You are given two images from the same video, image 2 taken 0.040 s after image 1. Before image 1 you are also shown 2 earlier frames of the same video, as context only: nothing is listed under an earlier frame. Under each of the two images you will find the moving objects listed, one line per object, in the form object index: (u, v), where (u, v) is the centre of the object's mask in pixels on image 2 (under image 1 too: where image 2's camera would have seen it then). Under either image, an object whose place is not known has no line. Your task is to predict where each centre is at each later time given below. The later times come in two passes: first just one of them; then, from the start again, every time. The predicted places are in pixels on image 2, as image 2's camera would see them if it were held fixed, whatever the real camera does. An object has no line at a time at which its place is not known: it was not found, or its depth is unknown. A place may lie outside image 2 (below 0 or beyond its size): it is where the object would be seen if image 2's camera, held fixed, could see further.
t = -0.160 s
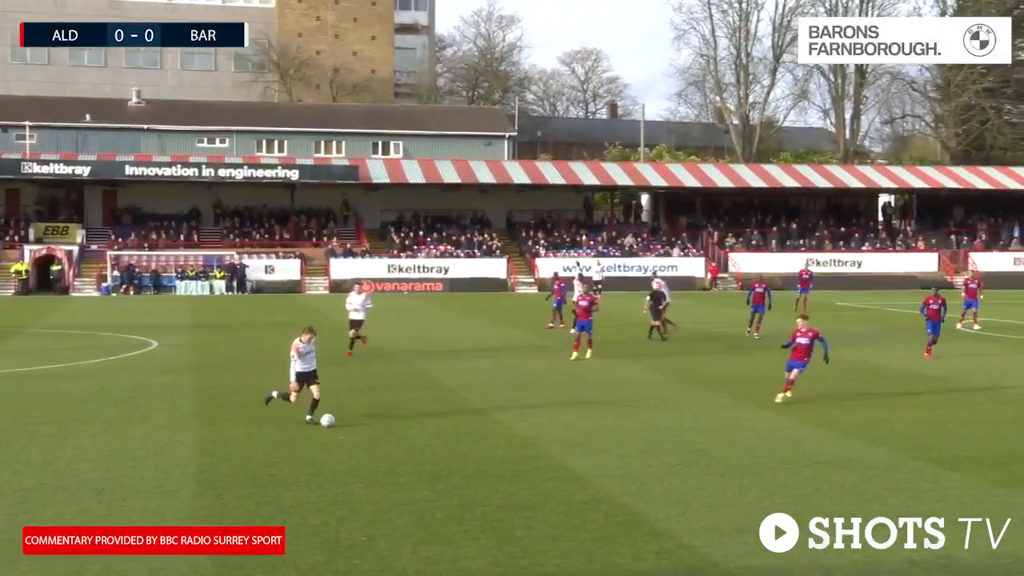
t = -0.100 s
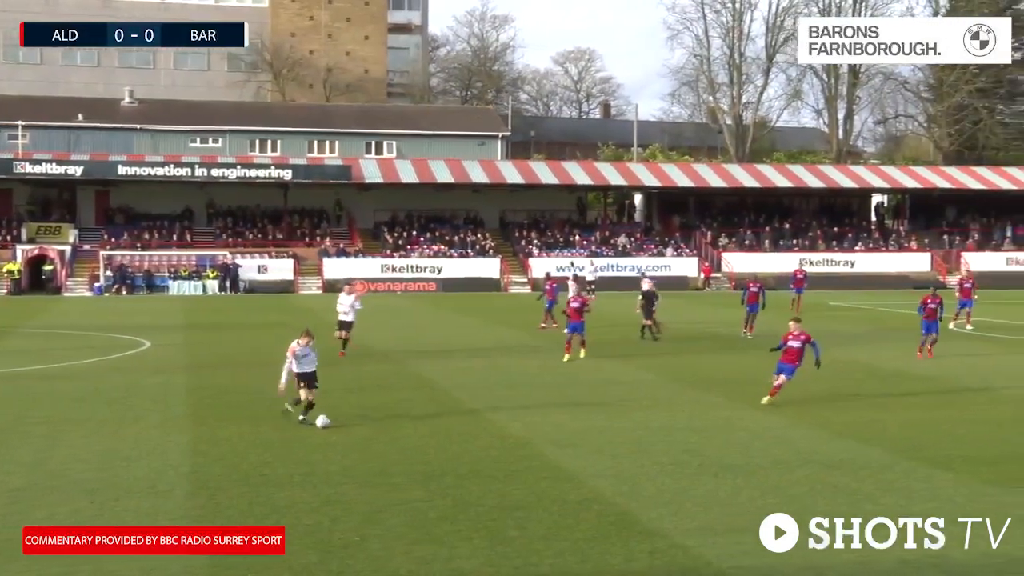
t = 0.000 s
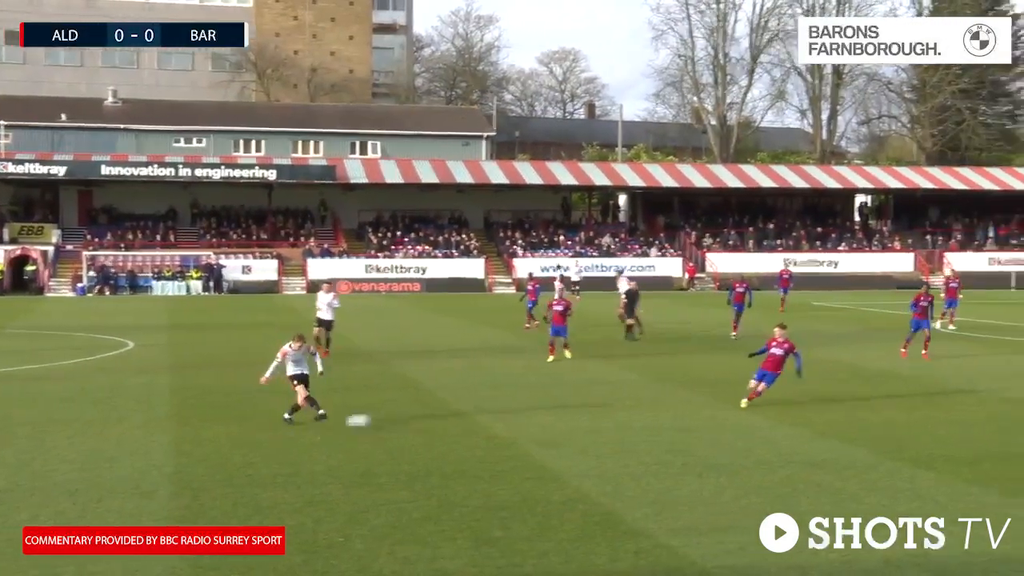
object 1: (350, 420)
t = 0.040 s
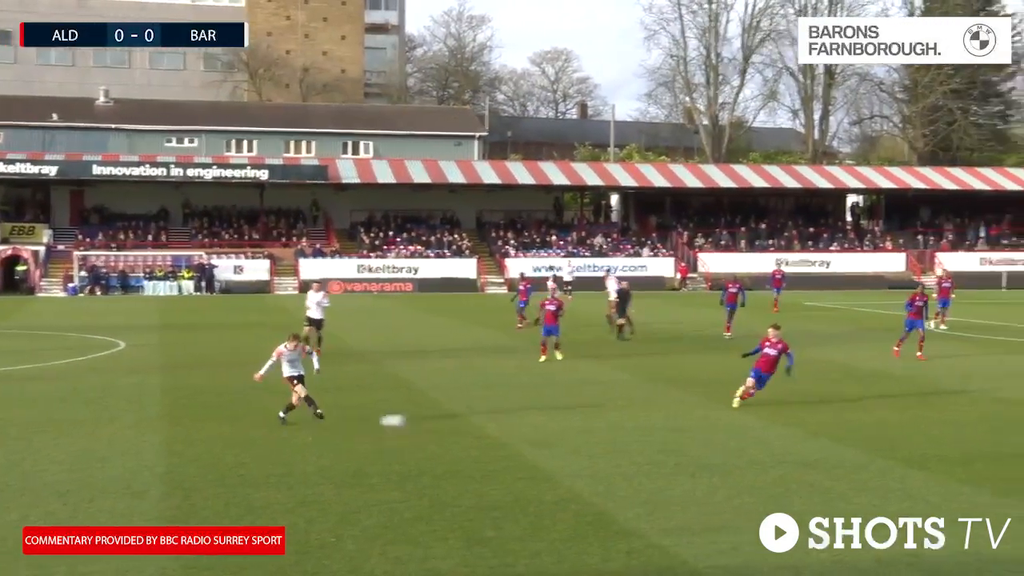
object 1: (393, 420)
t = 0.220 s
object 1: (603, 438)
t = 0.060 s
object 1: (415, 421)
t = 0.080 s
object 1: (437, 422)
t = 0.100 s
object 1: (459, 424)
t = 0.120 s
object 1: (482, 425)
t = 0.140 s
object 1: (506, 427)
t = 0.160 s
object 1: (530, 429)
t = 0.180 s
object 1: (554, 432)
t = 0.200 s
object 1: (578, 434)
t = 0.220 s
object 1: (603, 438)
